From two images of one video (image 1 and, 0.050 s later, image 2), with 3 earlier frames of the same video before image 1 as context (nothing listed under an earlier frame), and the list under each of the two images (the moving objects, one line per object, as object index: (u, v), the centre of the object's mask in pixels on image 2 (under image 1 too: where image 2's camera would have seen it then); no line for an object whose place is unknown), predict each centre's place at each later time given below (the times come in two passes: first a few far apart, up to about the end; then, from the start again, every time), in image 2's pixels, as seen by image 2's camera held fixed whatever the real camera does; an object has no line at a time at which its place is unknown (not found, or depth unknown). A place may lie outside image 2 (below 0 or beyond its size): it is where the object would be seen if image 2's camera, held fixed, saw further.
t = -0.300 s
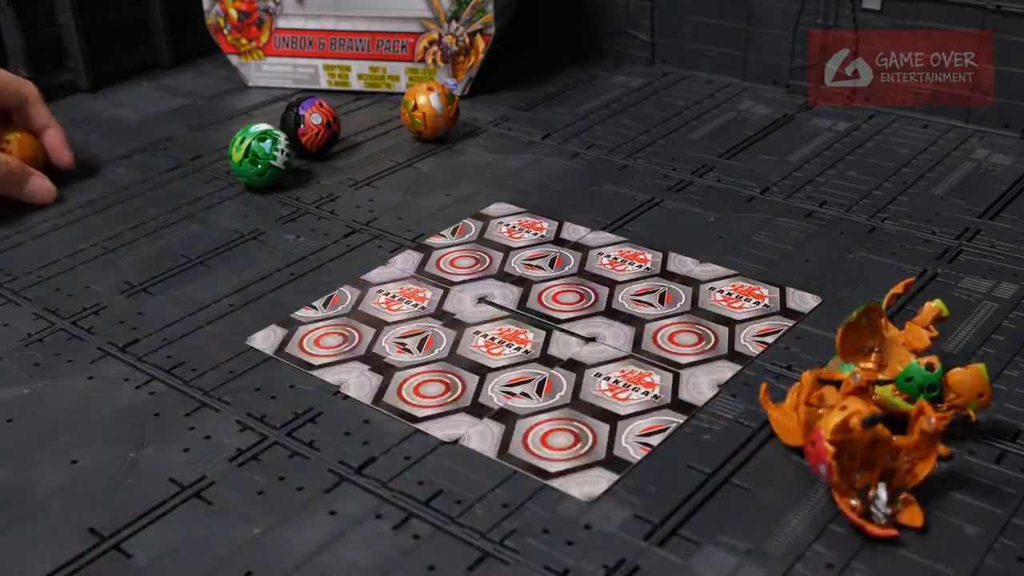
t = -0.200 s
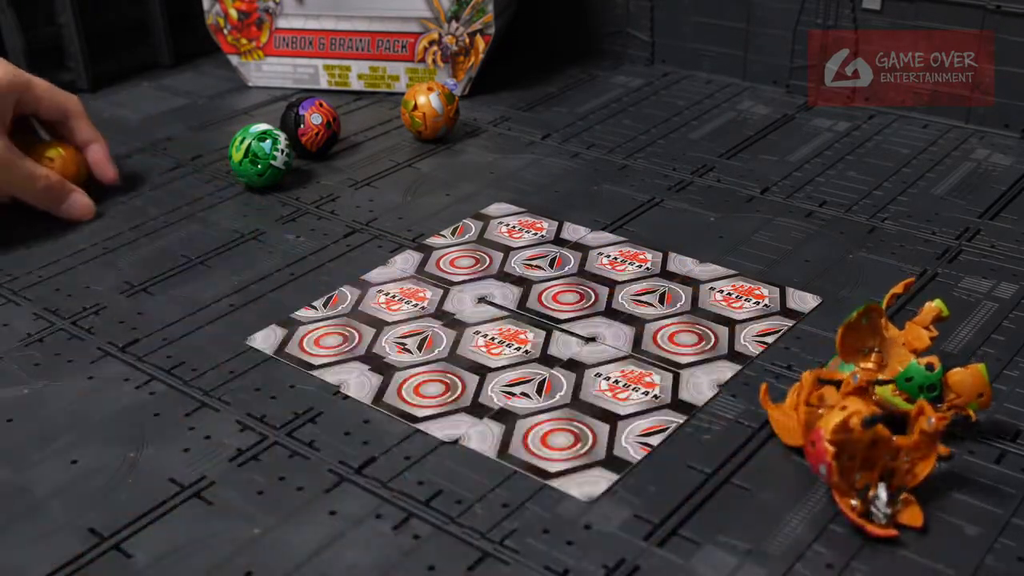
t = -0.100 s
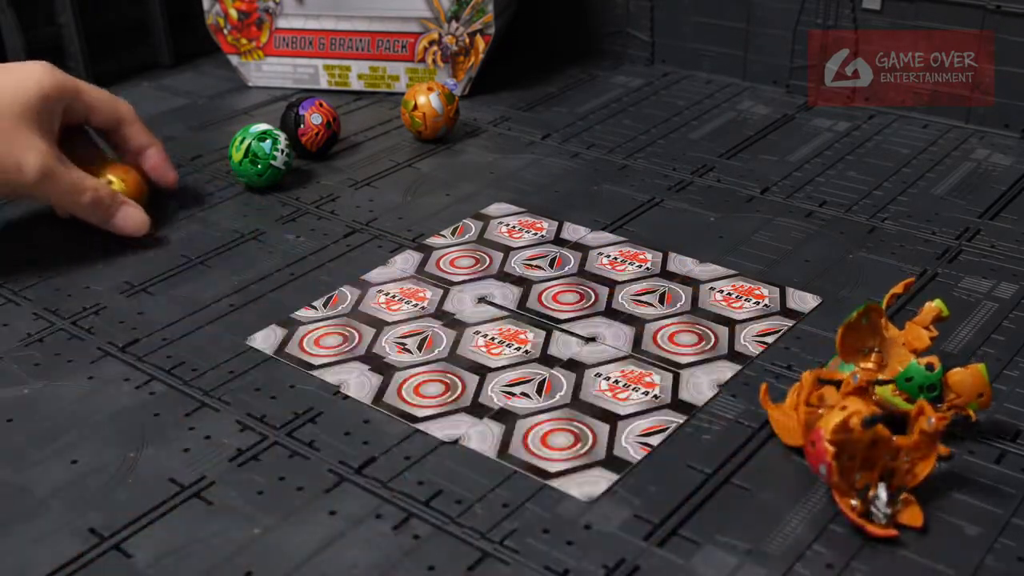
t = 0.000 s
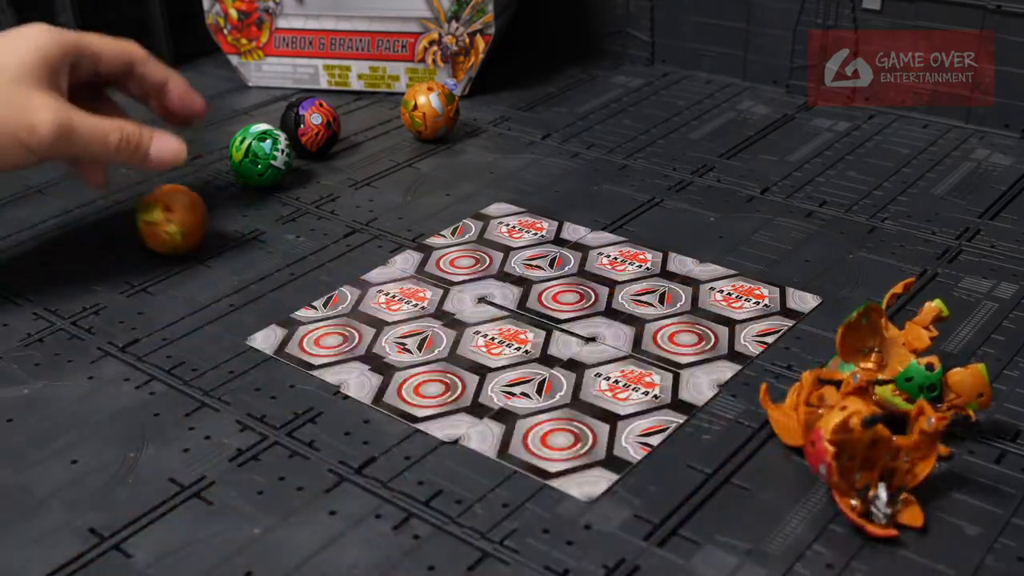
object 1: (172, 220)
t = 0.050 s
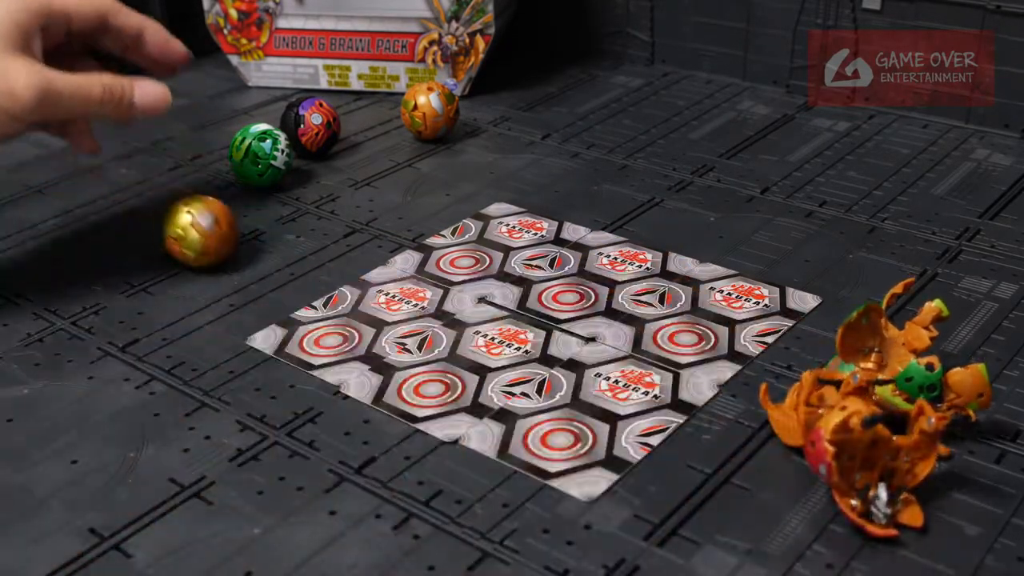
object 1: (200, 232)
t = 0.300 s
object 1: (343, 279)
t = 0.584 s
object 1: (465, 359)
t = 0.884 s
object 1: (627, 460)
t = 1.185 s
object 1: (860, 539)
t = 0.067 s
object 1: (209, 235)
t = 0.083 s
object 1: (218, 239)
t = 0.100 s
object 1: (228, 242)
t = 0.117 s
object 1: (237, 245)
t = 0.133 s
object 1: (246, 248)
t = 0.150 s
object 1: (256, 252)
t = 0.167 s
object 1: (266, 255)
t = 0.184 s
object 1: (276, 260)
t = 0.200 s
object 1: (285, 261)
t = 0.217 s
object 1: (296, 264)
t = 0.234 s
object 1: (306, 266)
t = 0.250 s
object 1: (315, 267)
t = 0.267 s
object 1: (326, 272)
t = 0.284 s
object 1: (335, 275)
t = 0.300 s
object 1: (343, 279)
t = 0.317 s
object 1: (349, 284)
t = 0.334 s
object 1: (356, 289)
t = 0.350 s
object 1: (362, 295)
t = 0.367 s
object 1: (368, 299)
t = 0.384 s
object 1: (374, 303)
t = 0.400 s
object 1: (380, 309)
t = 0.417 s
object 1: (387, 312)
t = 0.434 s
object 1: (393, 317)
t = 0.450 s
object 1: (399, 322)
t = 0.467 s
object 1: (406, 326)
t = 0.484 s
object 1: (414, 330)
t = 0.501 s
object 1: (421, 336)
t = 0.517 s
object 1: (429, 340)
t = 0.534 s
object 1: (438, 346)
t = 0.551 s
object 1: (446, 349)
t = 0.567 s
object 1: (455, 354)
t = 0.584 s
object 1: (465, 359)
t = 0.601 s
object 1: (474, 364)
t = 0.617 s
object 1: (481, 369)
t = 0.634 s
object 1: (490, 374)
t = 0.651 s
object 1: (499, 380)
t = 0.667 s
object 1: (508, 385)
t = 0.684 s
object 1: (516, 392)
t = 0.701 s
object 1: (524, 398)
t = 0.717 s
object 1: (533, 404)
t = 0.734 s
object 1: (543, 409)
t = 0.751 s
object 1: (550, 414)
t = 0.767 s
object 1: (559, 420)
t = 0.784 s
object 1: (567, 424)
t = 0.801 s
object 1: (576, 429)
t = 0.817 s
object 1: (586, 435)
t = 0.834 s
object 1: (595, 442)
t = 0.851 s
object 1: (605, 446)
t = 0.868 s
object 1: (616, 453)
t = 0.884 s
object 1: (627, 460)
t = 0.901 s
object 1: (639, 466)
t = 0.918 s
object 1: (651, 471)
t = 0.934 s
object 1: (664, 476)
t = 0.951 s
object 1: (677, 481)
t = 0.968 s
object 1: (690, 486)
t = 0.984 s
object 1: (702, 491)
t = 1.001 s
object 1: (716, 497)
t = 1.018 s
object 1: (729, 502)
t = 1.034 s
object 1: (742, 508)
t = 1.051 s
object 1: (755, 514)
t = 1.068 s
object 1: (768, 519)
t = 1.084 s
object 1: (782, 523)
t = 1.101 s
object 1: (795, 527)
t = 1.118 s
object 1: (809, 529)
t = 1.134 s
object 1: (822, 532)
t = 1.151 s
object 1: (835, 534)
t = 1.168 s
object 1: (847, 537)
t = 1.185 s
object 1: (860, 539)
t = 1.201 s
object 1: (872, 542)
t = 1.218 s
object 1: (887, 543)
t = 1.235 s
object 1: (900, 545)
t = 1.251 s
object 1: (914, 547)
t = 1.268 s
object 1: (929, 548)
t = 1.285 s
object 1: (943, 550)
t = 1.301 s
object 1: (959, 552)
